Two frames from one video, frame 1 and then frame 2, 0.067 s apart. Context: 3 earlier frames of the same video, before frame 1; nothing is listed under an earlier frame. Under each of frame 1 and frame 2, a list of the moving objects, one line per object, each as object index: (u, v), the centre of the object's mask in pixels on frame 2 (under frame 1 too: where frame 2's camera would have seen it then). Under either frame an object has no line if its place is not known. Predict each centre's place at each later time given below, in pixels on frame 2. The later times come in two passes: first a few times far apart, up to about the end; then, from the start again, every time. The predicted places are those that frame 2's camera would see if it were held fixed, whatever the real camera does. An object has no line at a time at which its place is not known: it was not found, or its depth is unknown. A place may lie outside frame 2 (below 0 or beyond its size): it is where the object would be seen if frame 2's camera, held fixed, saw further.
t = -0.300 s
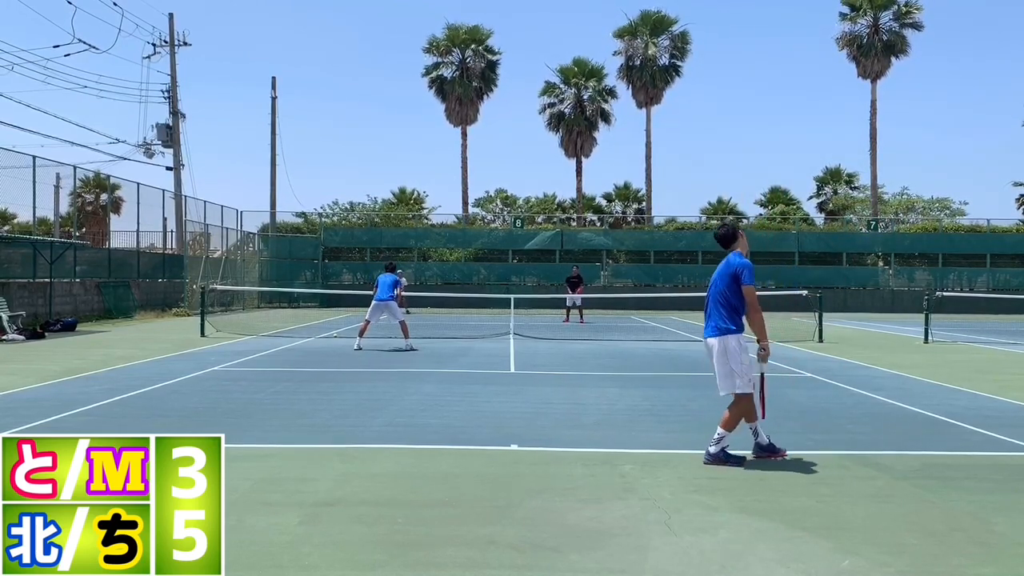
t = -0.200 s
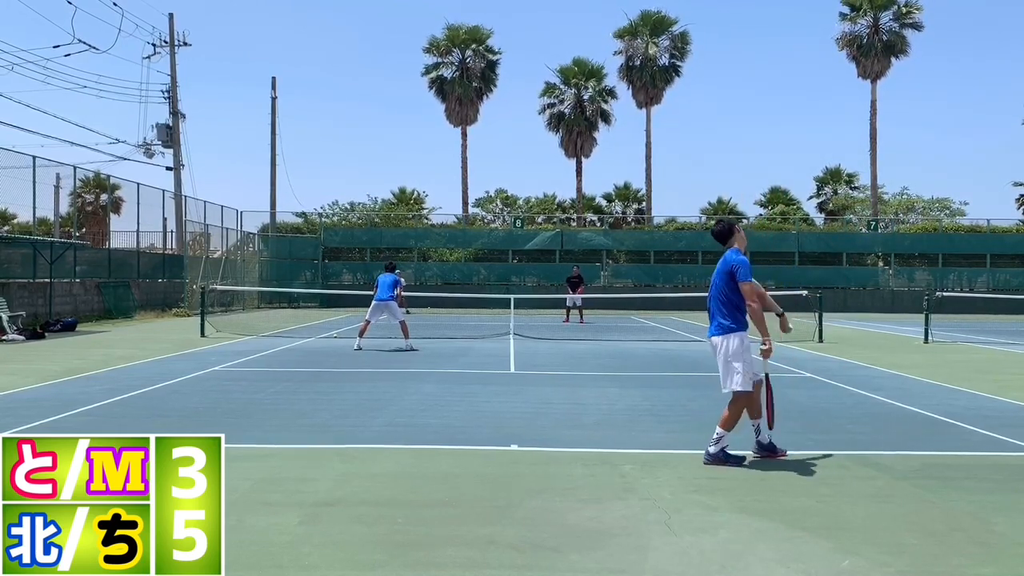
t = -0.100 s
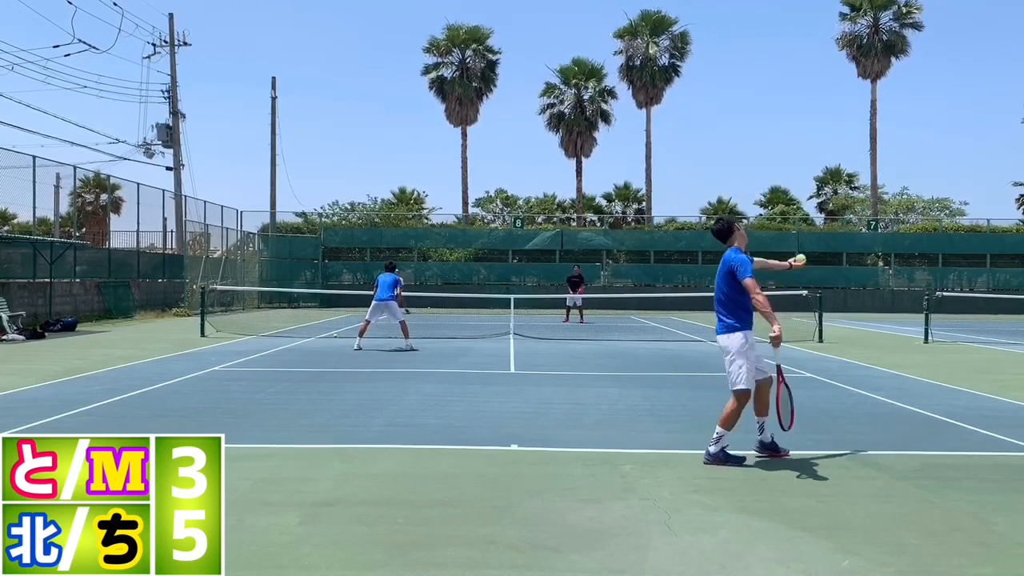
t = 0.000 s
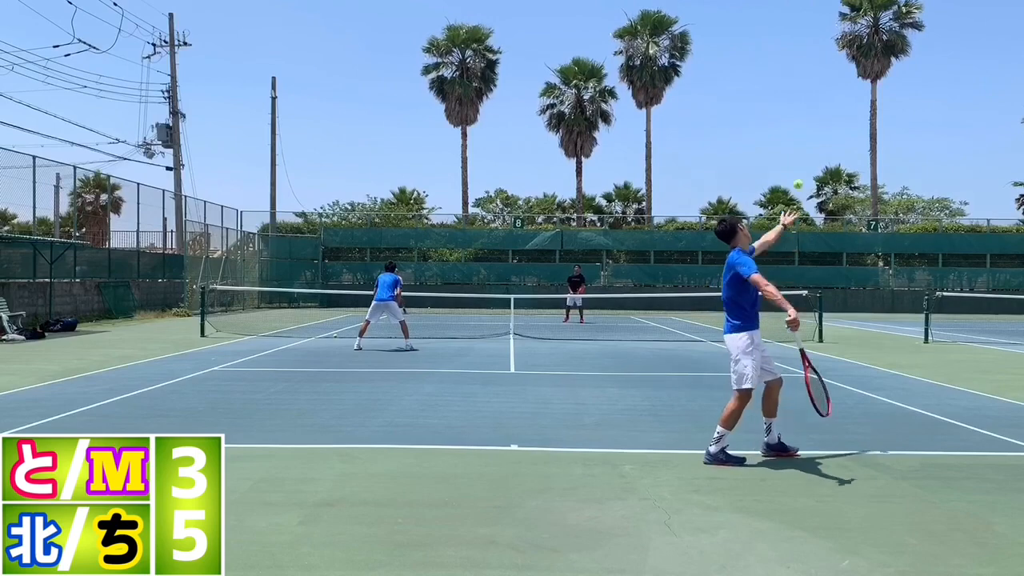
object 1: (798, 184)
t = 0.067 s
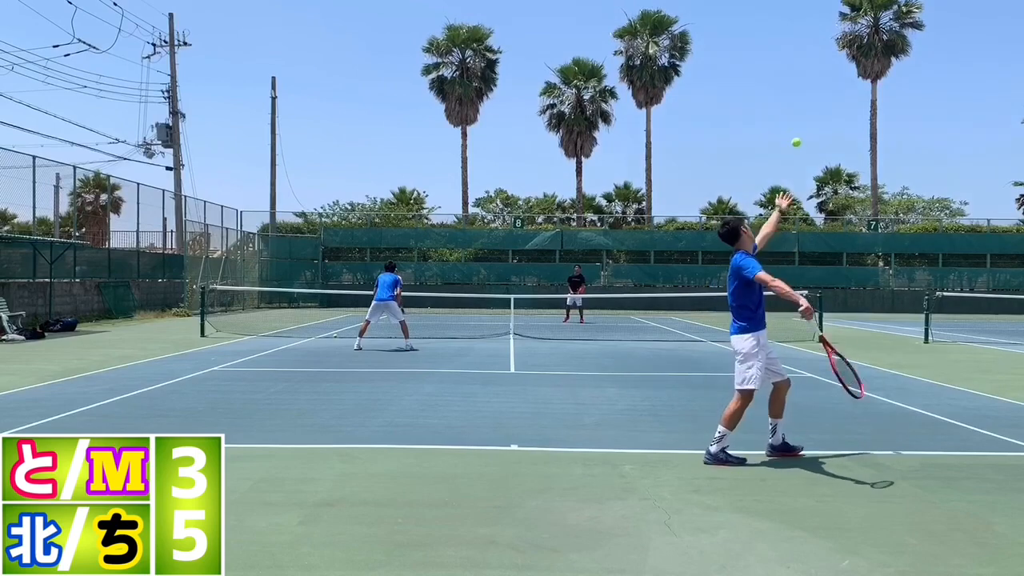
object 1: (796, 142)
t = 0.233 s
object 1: (791, 63)
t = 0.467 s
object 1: (785, 16)
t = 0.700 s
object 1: (779, 36)
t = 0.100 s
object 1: (795, 123)
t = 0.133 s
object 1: (794, 106)
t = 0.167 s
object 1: (793, 90)
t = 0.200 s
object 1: (792, 76)
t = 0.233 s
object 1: (791, 63)
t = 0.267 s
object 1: (790, 52)
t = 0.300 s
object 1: (790, 43)
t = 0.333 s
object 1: (788, 34)
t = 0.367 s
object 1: (788, 28)
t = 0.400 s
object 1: (787, 22)
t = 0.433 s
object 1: (786, 18)
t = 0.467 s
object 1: (785, 16)
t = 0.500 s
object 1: (784, 14)
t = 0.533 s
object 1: (783, 14)
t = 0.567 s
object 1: (782, 16)
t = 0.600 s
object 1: (782, 19)
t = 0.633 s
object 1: (781, 23)
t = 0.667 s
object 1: (780, 29)
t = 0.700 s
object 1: (779, 36)
